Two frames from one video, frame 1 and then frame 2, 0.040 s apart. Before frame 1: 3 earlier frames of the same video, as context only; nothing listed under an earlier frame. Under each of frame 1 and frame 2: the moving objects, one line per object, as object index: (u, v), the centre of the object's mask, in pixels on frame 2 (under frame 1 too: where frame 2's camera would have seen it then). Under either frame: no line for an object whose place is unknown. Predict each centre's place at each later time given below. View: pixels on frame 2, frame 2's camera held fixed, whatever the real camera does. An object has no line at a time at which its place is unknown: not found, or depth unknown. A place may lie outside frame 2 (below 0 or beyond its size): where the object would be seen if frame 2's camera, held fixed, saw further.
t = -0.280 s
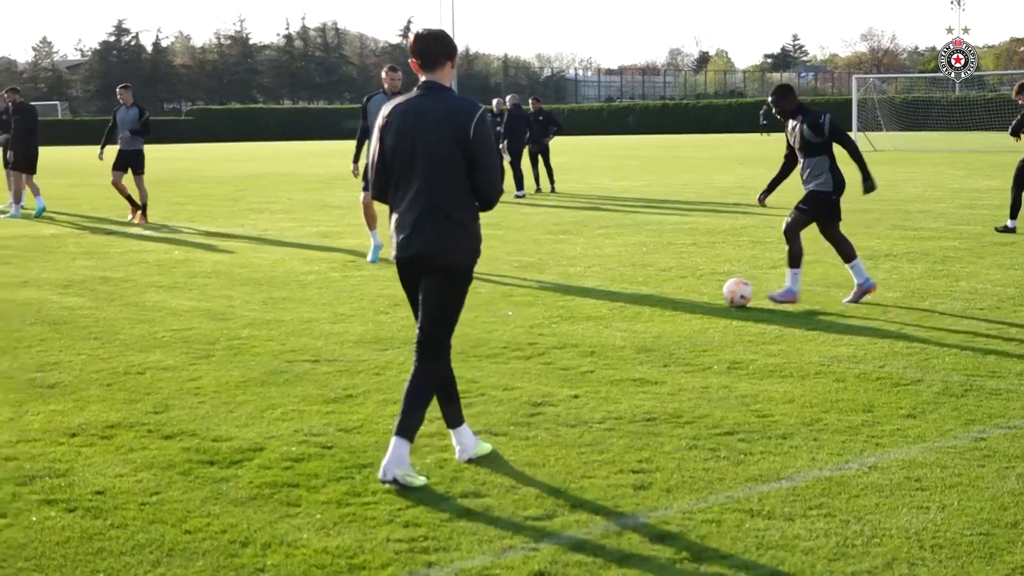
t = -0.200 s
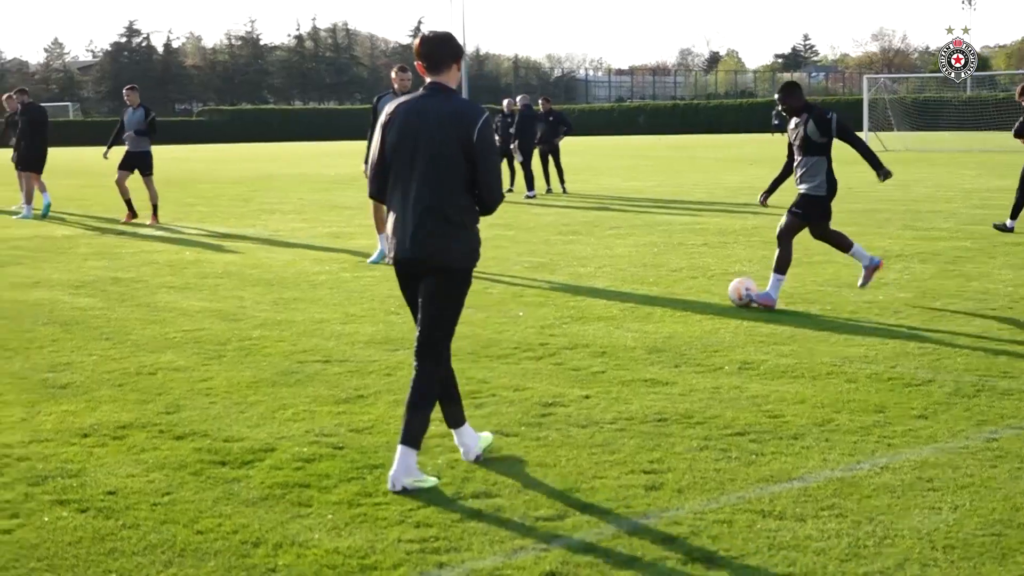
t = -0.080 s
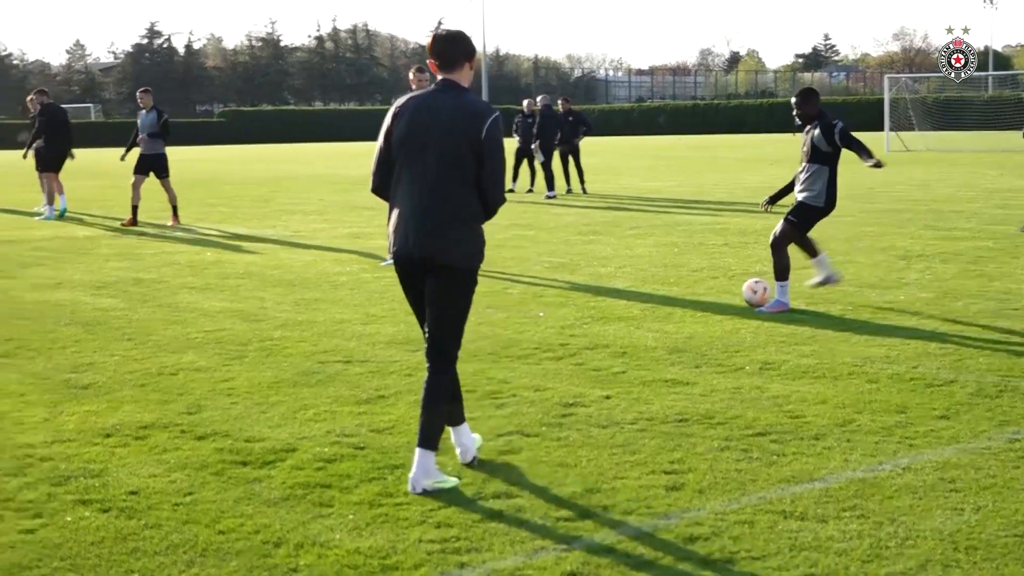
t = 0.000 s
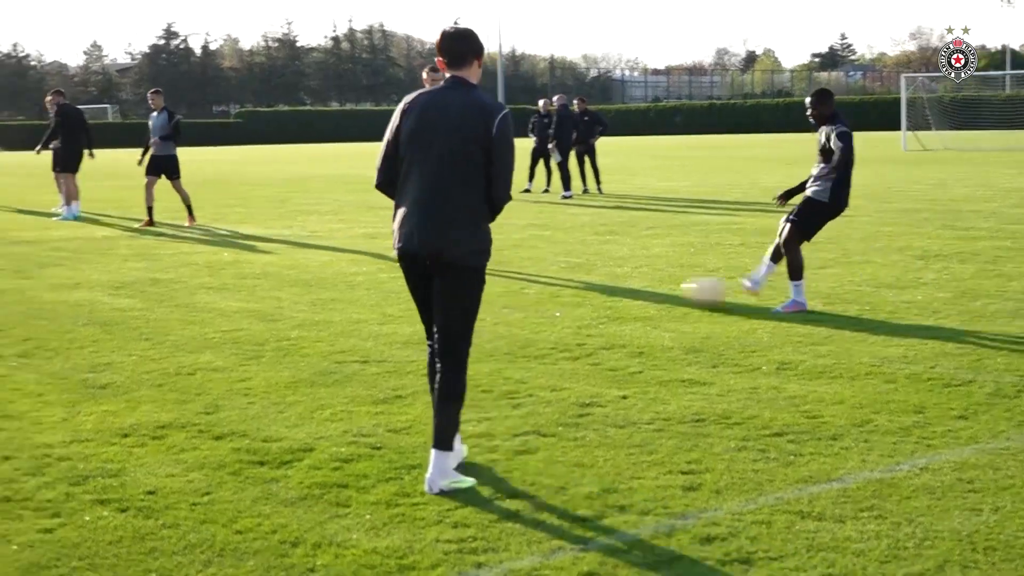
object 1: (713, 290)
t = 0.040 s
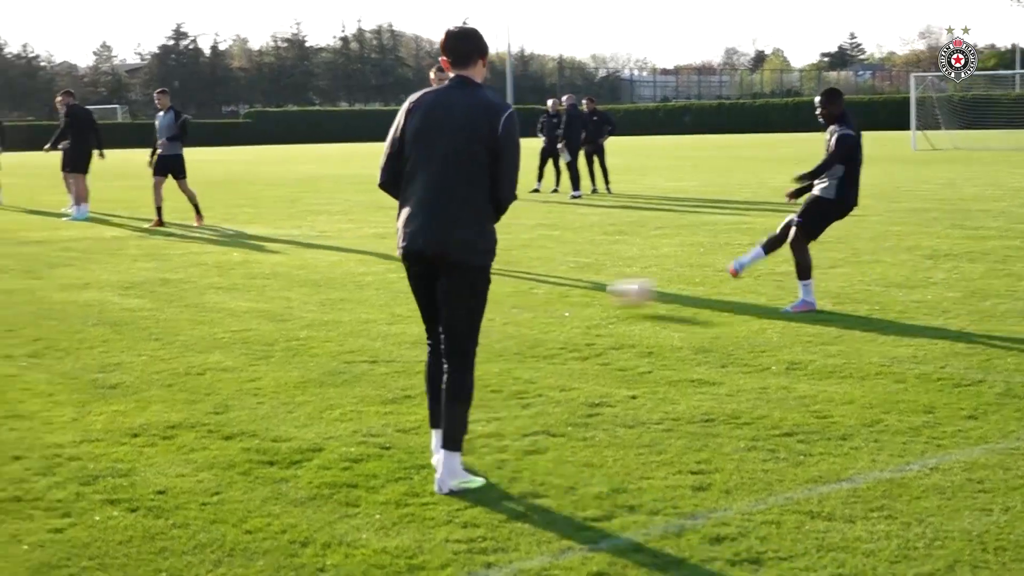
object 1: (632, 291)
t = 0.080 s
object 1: (547, 296)
